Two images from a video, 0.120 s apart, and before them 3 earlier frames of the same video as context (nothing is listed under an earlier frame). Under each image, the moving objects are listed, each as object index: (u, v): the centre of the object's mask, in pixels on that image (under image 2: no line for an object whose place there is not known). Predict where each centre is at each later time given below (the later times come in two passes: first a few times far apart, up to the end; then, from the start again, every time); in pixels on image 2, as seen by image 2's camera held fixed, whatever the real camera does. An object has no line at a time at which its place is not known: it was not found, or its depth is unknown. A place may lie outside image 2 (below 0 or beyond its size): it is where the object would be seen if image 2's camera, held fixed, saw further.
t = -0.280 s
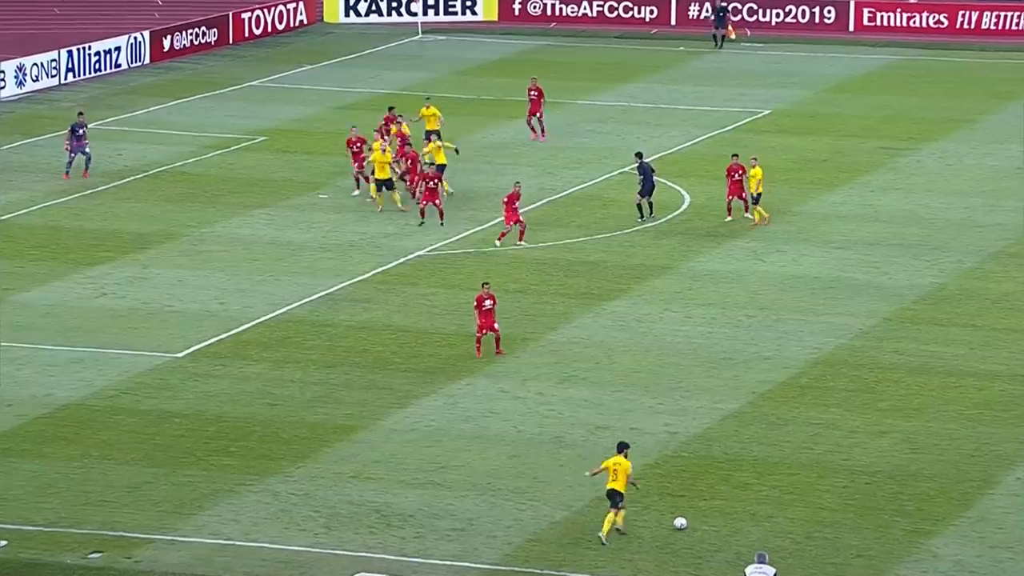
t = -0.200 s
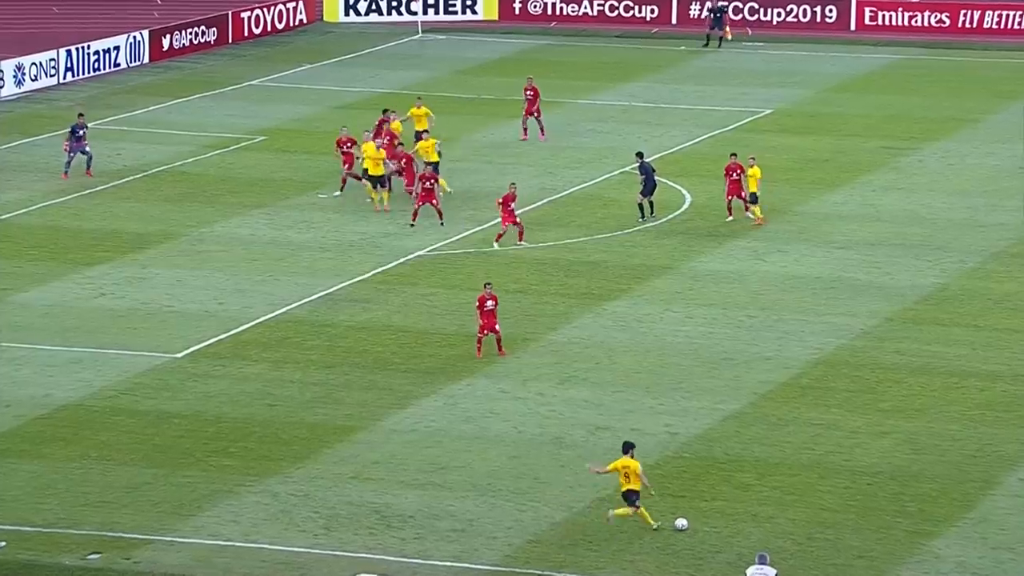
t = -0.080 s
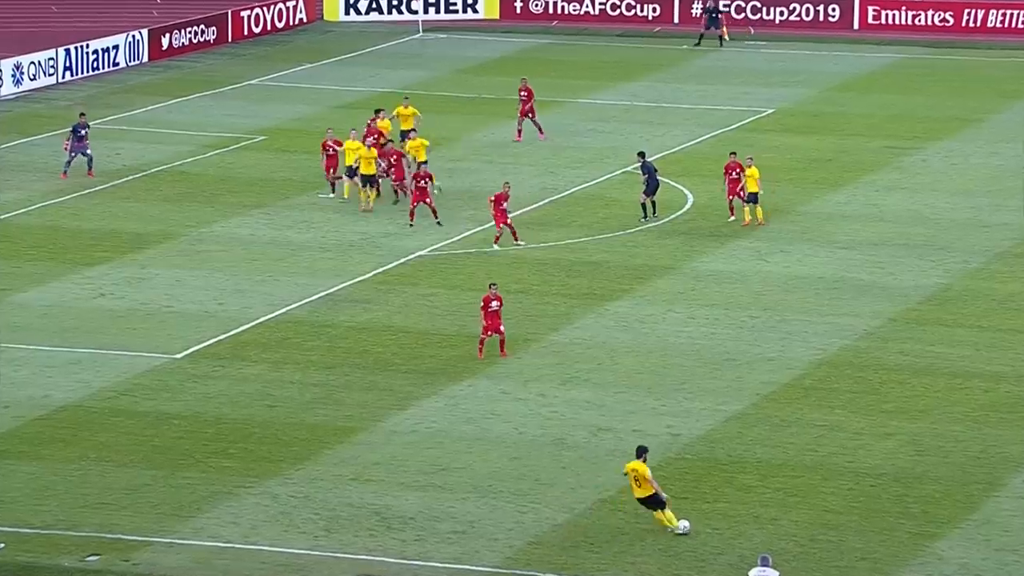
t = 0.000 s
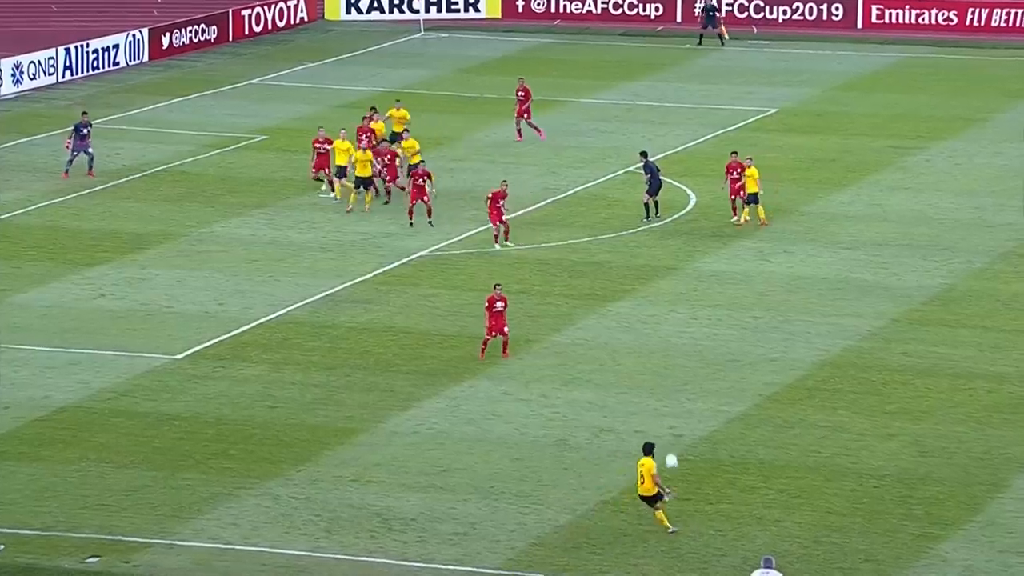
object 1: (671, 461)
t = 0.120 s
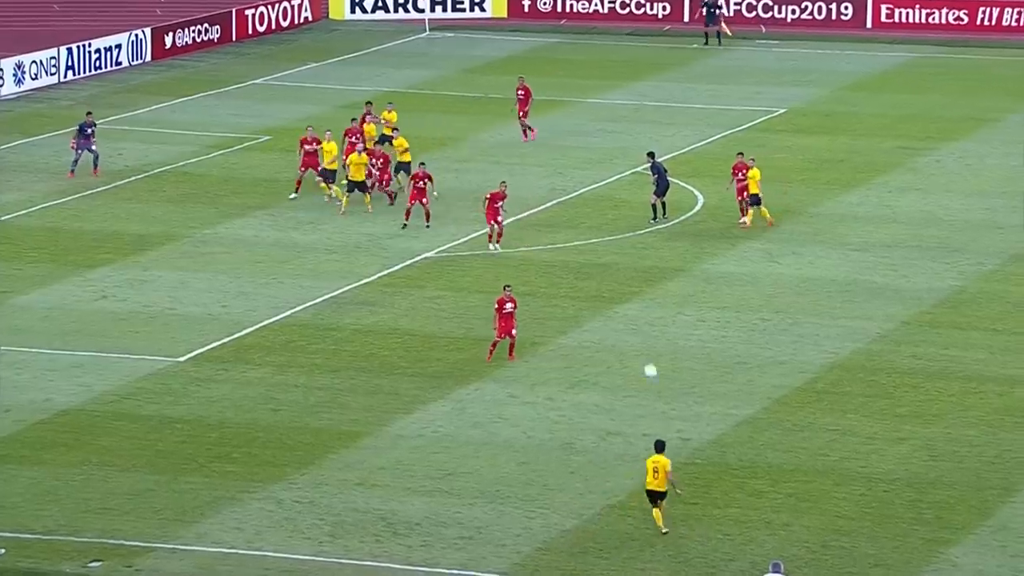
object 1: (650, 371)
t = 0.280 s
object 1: (609, 271)
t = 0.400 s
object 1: (576, 209)
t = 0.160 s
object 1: (640, 344)
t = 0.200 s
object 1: (630, 318)
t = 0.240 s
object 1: (620, 293)
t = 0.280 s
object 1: (609, 271)
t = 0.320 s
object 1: (598, 248)
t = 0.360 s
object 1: (587, 228)
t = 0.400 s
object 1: (576, 209)
